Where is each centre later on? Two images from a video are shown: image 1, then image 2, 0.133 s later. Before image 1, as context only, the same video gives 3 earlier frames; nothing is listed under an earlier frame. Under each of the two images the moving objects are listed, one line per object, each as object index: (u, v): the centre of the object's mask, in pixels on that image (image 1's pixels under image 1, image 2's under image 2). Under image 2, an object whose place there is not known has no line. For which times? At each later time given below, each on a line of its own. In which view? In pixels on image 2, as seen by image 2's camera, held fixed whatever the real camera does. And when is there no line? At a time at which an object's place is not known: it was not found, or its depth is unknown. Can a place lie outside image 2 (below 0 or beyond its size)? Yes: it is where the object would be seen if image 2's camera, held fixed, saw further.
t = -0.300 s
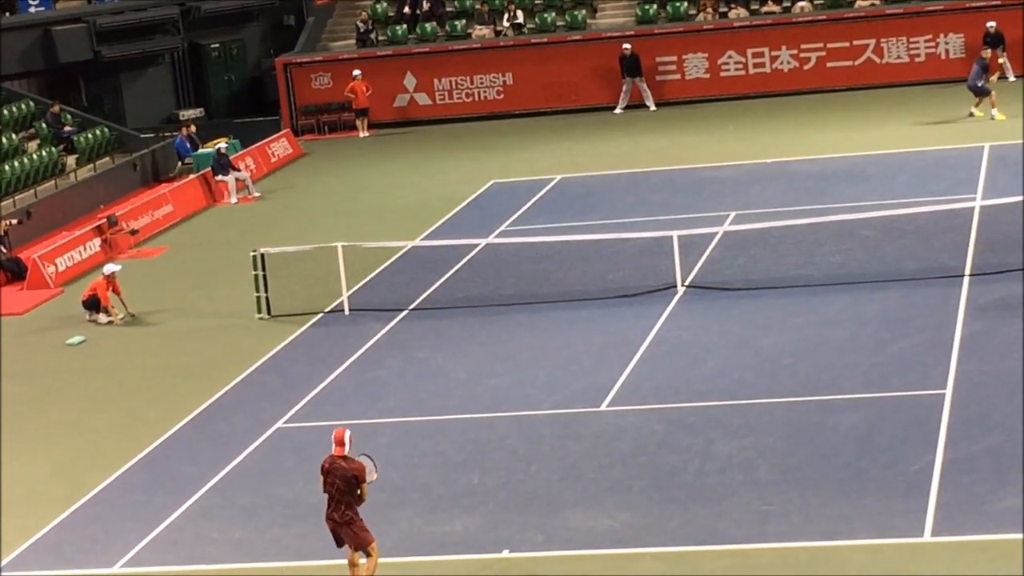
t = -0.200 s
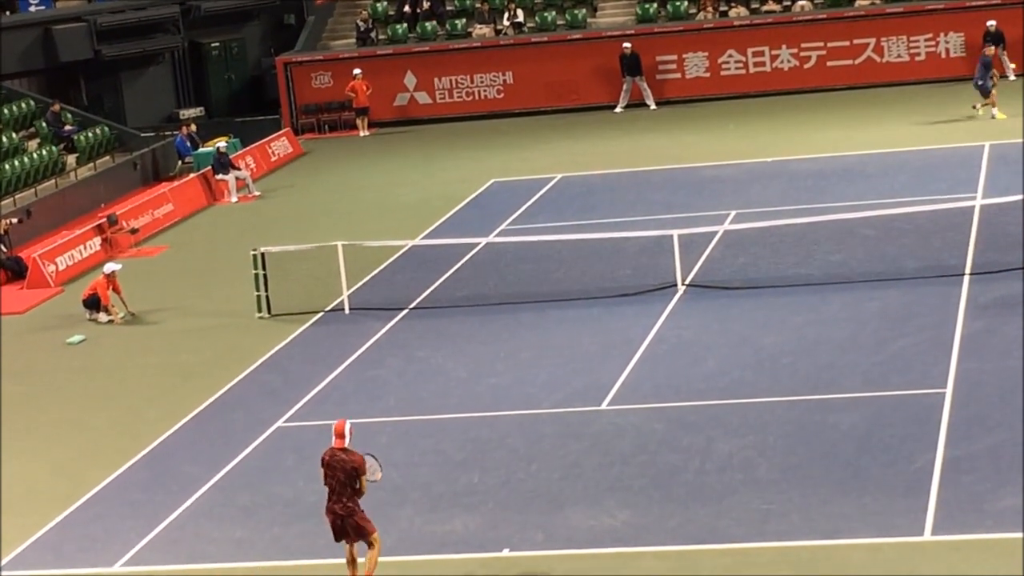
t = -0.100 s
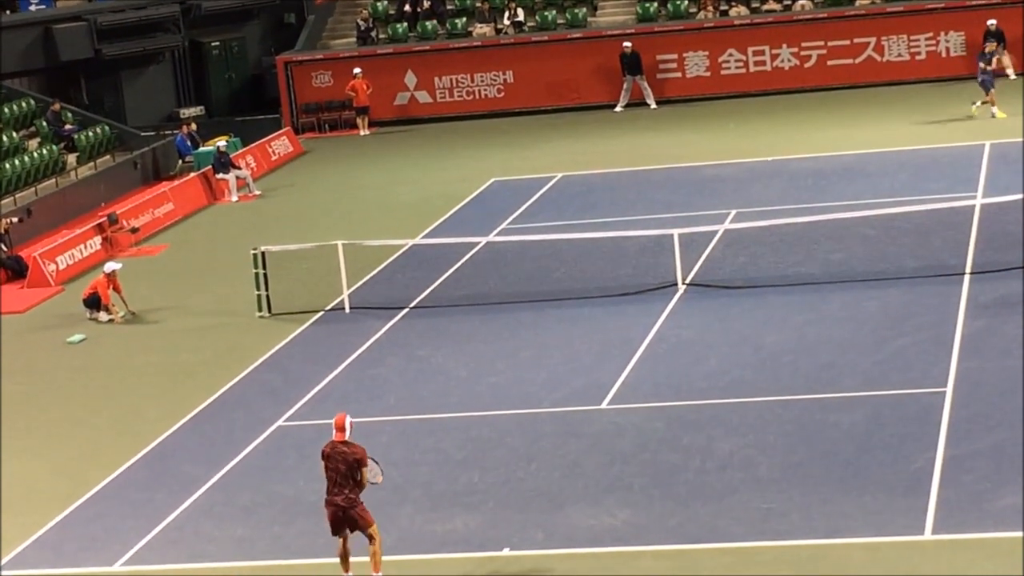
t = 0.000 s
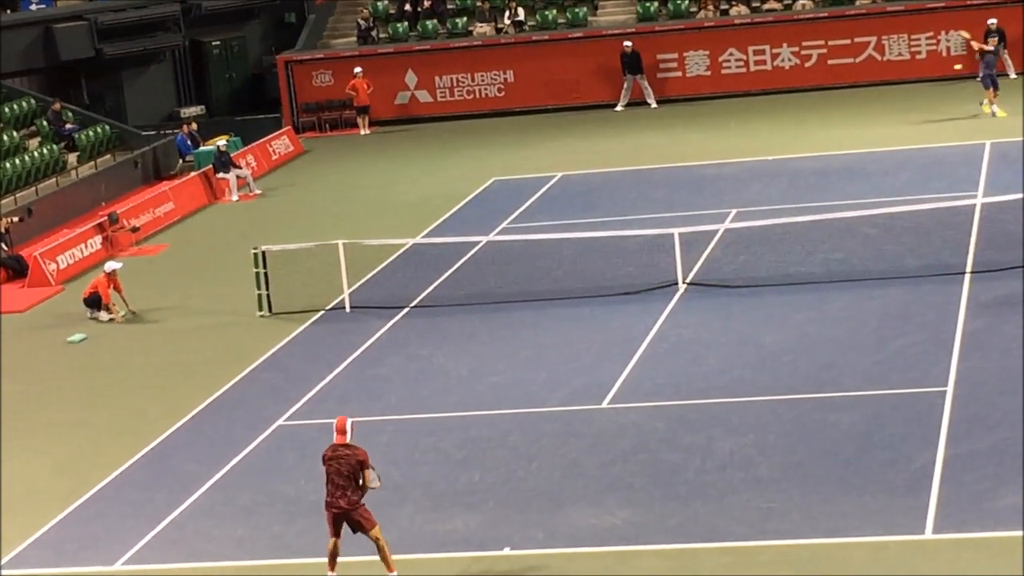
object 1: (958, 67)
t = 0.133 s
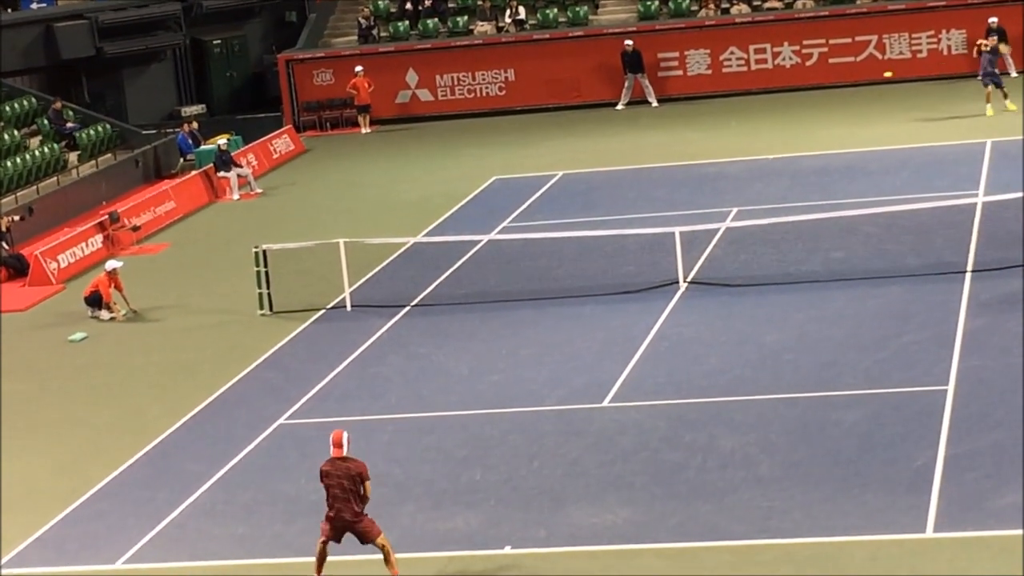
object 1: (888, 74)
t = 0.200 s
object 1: (851, 85)
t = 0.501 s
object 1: (685, 188)
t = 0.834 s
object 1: (496, 402)
